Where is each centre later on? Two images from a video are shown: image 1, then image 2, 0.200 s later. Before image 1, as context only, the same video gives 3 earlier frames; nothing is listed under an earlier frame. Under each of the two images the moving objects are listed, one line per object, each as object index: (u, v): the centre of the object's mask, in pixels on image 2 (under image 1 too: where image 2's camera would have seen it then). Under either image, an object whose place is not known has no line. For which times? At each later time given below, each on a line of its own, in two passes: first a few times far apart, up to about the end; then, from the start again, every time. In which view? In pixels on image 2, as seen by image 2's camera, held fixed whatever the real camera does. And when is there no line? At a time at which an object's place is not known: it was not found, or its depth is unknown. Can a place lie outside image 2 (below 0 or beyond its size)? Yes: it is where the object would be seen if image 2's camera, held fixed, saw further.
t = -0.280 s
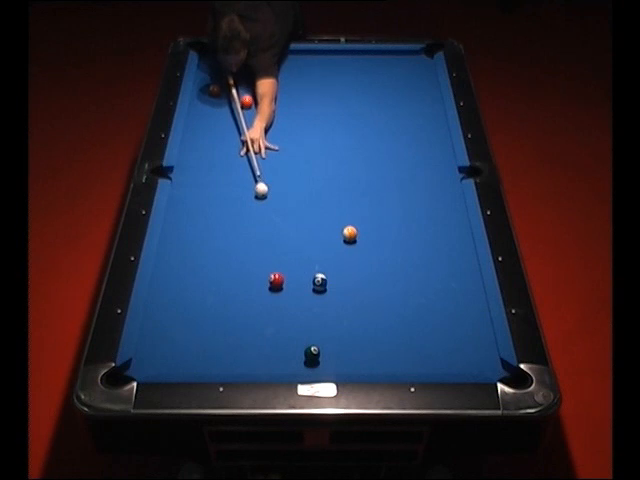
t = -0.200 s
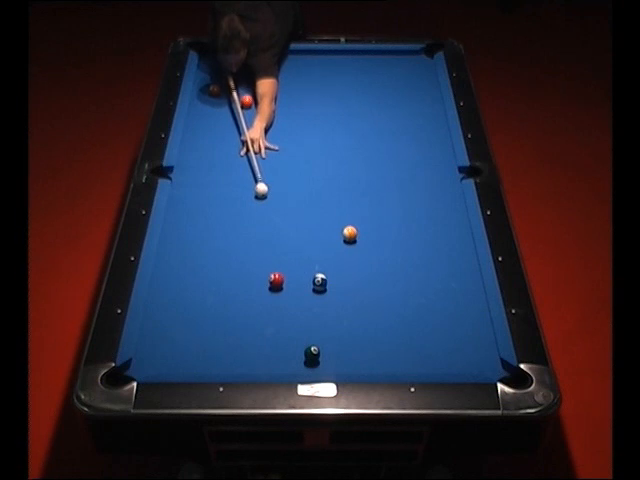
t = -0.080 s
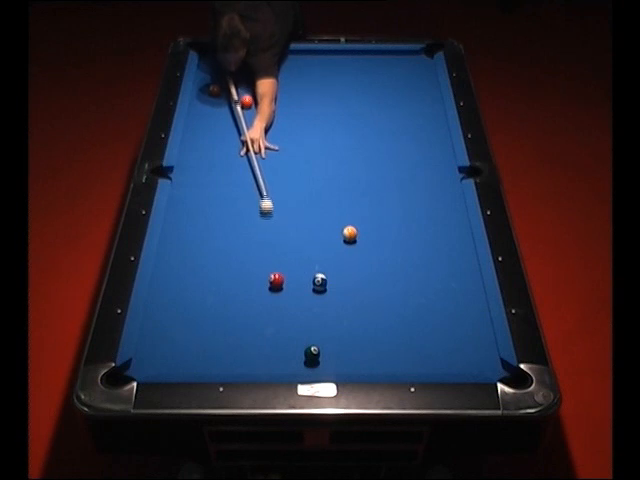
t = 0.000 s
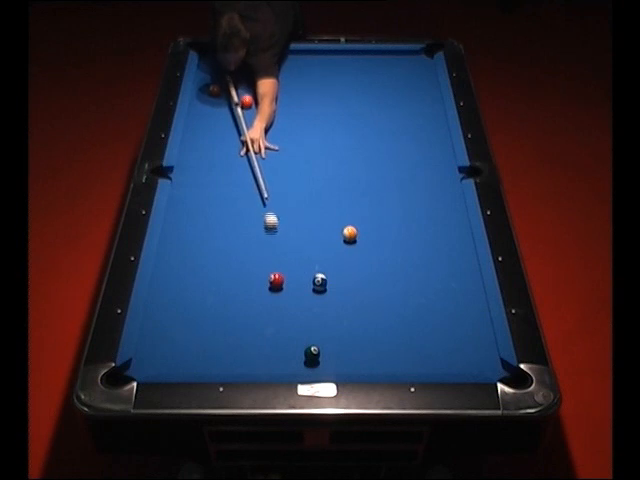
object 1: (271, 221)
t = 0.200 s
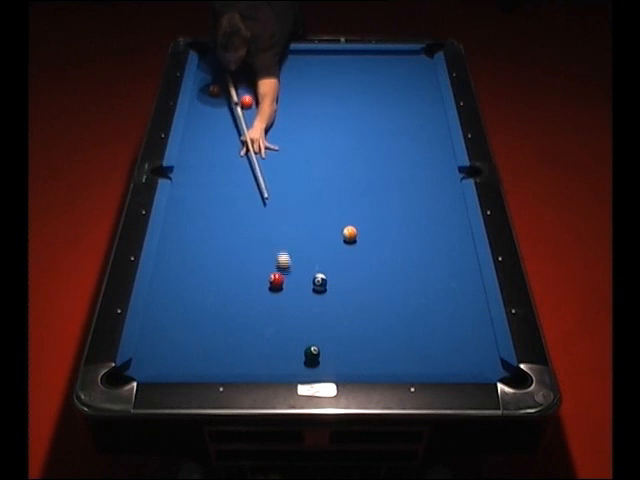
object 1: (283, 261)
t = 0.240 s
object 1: (286, 269)
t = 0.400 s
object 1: (312, 294)
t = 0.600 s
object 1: (348, 328)
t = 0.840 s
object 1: (393, 365)
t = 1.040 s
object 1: (419, 345)
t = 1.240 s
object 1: (443, 328)
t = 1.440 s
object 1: (466, 312)
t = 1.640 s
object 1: (473, 297)
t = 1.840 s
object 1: (457, 283)
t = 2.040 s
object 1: (442, 270)
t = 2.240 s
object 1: (428, 257)
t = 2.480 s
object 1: (413, 244)
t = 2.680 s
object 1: (400, 234)
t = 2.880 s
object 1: (390, 224)
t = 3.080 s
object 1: (379, 215)
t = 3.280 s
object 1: (370, 207)
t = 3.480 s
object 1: (361, 199)
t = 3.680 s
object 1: (352, 192)
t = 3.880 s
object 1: (344, 185)
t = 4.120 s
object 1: (335, 177)
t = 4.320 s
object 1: (329, 172)
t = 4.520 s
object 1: (323, 166)
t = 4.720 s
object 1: (317, 162)
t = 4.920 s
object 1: (312, 157)
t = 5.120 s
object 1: (307, 153)
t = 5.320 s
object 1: (302, 150)
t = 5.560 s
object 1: (297, 146)
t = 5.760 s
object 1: (293, 143)
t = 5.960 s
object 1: (290, 140)
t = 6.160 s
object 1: (287, 138)
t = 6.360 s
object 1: (284, 136)
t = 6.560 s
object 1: (281, 134)
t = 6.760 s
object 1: (279, 133)
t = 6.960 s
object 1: (278, 131)
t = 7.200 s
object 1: (276, 131)
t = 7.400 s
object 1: (275, 130)
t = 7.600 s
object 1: (275, 130)
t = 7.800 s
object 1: (275, 130)
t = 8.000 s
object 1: (275, 130)
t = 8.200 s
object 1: (275, 130)
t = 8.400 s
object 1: (275, 130)
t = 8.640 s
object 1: (275, 130)
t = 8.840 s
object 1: (275, 130)
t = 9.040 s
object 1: (275, 130)
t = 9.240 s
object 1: (275, 130)
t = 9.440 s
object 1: (275, 130)
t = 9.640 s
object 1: (275, 130)
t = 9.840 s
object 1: (275, 130)
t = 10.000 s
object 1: (275, 130)
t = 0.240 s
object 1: (286, 269)
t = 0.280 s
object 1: (291, 277)
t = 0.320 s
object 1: (298, 282)
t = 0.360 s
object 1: (305, 288)
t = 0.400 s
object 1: (312, 294)
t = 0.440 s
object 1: (319, 301)
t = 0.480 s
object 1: (327, 308)
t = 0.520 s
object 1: (334, 315)
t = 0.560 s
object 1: (341, 321)
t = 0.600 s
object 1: (348, 328)
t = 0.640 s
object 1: (355, 336)
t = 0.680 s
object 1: (363, 342)
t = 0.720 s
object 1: (370, 349)
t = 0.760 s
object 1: (378, 357)
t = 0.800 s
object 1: (386, 363)
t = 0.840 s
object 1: (393, 365)
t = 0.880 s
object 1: (398, 360)
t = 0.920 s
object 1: (404, 357)
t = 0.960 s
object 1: (409, 353)
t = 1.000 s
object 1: (414, 349)
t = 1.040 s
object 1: (419, 345)
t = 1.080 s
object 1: (424, 342)
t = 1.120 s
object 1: (429, 339)
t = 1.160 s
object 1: (434, 335)
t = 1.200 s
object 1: (438, 332)
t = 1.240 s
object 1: (443, 328)
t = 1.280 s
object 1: (448, 325)
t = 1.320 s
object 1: (452, 322)
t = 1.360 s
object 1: (457, 319)
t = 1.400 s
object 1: (461, 316)
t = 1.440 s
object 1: (466, 312)
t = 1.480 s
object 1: (470, 309)
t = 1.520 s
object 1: (475, 306)
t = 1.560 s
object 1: (479, 303)
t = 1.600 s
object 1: (477, 300)
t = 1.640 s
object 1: (473, 297)
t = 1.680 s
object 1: (470, 294)
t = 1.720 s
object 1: (467, 291)
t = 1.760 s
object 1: (464, 288)
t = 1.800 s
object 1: (461, 286)
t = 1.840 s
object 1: (457, 283)
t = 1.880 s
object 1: (454, 280)
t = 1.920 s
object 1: (451, 277)
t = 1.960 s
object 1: (448, 275)
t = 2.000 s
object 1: (445, 272)
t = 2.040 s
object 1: (442, 270)
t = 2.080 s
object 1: (439, 267)
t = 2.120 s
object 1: (437, 265)
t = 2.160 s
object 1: (434, 263)
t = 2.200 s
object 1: (431, 260)
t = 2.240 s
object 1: (428, 257)
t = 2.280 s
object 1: (425, 255)
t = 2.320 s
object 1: (423, 253)
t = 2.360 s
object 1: (420, 251)
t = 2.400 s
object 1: (418, 249)
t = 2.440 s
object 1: (415, 247)
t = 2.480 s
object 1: (413, 244)
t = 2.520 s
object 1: (410, 242)
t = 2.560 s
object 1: (408, 240)
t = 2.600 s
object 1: (406, 238)
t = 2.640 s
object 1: (403, 236)
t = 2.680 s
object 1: (400, 234)
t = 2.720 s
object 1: (398, 232)
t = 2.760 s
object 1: (396, 230)
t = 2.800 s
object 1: (394, 228)
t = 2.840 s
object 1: (392, 226)
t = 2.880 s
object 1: (390, 224)
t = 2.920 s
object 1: (388, 223)
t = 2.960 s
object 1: (386, 221)
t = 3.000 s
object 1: (383, 219)
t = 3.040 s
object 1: (382, 217)
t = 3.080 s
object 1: (379, 215)
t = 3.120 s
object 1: (377, 214)
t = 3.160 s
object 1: (376, 212)
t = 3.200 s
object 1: (374, 210)
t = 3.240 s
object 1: (371, 209)
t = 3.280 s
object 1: (370, 207)
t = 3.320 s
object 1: (368, 205)
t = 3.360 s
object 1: (366, 204)
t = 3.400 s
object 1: (364, 202)
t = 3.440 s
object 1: (363, 201)
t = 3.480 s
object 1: (361, 199)
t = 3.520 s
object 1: (359, 198)
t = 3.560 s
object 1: (357, 196)
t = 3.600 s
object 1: (356, 195)
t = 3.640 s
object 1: (354, 193)
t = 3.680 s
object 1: (352, 192)
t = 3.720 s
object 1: (351, 190)
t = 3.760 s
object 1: (349, 189)
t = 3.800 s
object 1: (348, 188)
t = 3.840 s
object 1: (346, 186)
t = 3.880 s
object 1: (344, 185)
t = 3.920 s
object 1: (343, 184)
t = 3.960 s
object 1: (341, 182)
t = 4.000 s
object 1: (340, 181)
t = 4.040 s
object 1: (338, 180)
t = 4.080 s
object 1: (337, 179)
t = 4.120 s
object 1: (335, 177)
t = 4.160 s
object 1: (334, 177)
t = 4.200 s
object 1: (333, 175)
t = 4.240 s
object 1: (331, 174)
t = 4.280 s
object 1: (330, 173)
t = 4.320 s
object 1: (329, 172)
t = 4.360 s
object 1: (327, 170)
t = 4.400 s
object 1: (326, 170)
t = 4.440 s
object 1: (325, 169)
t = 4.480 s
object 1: (324, 167)
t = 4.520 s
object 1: (323, 166)
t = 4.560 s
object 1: (322, 166)
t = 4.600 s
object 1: (320, 164)
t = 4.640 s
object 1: (319, 164)
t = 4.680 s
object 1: (318, 163)
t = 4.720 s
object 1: (317, 162)
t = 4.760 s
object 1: (316, 161)
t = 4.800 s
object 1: (315, 160)
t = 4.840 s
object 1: (314, 159)
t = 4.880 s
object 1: (313, 158)
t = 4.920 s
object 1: (312, 157)
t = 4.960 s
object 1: (311, 156)
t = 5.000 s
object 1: (310, 156)
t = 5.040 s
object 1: (309, 155)
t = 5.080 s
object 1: (308, 154)
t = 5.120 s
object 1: (307, 153)
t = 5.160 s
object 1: (306, 152)
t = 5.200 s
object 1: (305, 152)
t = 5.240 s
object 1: (304, 151)
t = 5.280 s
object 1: (303, 150)
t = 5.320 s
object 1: (302, 150)
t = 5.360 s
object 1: (301, 149)
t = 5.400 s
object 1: (300, 148)
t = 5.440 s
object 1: (299, 148)
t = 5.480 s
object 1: (299, 147)
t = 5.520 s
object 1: (298, 146)
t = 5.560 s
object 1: (297, 146)
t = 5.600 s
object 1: (296, 145)
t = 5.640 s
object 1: (295, 145)
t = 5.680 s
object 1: (295, 144)
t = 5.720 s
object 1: (294, 143)
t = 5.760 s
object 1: (293, 143)
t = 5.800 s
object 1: (292, 142)
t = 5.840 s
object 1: (292, 142)
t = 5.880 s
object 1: (291, 141)
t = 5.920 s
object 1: (290, 141)
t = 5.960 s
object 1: (290, 140)
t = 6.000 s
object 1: (289, 140)
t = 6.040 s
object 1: (288, 139)
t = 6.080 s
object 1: (288, 139)
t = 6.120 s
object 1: (287, 138)
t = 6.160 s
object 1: (287, 138)
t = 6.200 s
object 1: (286, 138)
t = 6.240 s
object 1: (286, 137)
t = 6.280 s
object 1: (285, 137)
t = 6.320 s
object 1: (285, 136)
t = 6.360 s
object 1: (284, 136)
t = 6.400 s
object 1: (283, 136)
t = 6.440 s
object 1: (283, 135)
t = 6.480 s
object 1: (282, 135)
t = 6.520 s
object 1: (282, 135)
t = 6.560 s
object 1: (281, 134)
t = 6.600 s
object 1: (281, 134)
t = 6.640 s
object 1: (280, 134)
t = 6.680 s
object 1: (280, 133)
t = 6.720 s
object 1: (280, 133)
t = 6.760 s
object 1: (279, 133)
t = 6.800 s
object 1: (279, 132)
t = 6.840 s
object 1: (279, 132)
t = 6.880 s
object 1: (278, 132)
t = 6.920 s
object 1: (278, 132)
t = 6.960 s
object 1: (278, 131)
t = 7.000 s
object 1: (278, 131)
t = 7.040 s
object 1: (277, 131)
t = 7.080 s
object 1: (277, 131)
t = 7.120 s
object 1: (277, 131)
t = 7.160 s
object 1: (277, 131)
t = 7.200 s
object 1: (276, 131)
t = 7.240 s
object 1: (276, 131)
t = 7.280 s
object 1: (276, 131)
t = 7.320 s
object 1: (276, 130)
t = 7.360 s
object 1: (275, 130)
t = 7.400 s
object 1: (275, 130)
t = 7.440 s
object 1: (275, 130)
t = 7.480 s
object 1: (275, 130)
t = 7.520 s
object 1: (275, 130)
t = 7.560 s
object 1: (275, 130)
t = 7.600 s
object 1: (275, 130)
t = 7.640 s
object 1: (275, 130)
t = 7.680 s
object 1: (275, 130)
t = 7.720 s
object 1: (275, 130)
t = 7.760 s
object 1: (275, 130)
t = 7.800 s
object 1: (275, 130)
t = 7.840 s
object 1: (275, 130)
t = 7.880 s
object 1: (275, 130)
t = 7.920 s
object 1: (275, 130)
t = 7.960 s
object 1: (275, 130)
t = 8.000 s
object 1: (275, 130)
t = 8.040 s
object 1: (275, 130)
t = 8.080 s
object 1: (275, 130)
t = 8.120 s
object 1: (275, 130)
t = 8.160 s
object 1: (275, 130)
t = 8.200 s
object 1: (275, 130)
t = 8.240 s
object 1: (275, 130)
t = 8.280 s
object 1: (275, 130)
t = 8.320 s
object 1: (275, 130)
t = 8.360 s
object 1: (275, 130)
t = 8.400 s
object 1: (275, 130)
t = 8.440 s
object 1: (275, 130)
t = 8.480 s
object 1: (275, 130)
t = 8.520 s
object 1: (275, 130)
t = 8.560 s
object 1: (275, 130)
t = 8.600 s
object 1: (275, 130)
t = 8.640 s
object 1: (275, 130)
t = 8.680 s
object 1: (275, 130)
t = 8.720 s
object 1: (275, 130)
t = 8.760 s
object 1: (275, 130)
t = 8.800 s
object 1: (275, 130)
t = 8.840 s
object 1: (275, 130)
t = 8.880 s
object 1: (275, 130)
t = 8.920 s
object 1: (275, 130)
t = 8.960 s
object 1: (275, 130)
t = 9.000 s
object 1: (275, 130)
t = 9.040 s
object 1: (275, 130)
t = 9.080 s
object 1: (275, 130)
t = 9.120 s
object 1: (275, 130)
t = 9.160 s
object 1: (275, 130)
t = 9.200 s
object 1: (275, 130)
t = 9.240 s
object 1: (275, 130)
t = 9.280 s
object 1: (275, 130)
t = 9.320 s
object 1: (275, 130)
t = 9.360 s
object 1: (275, 130)
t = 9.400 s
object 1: (275, 130)
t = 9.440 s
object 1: (275, 130)
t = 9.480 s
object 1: (275, 130)
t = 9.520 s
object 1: (275, 130)
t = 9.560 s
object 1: (275, 130)
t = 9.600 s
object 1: (275, 130)
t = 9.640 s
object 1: (275, 130)
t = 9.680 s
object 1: (275, 130)
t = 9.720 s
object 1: (275, 130)
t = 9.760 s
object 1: (275, 130)
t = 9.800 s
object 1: (275, 130)
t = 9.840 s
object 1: (275, 130)
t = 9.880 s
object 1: (275, 130)
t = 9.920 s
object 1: (275, 130)
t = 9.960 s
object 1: (275, 130)
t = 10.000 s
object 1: (275, 130)
